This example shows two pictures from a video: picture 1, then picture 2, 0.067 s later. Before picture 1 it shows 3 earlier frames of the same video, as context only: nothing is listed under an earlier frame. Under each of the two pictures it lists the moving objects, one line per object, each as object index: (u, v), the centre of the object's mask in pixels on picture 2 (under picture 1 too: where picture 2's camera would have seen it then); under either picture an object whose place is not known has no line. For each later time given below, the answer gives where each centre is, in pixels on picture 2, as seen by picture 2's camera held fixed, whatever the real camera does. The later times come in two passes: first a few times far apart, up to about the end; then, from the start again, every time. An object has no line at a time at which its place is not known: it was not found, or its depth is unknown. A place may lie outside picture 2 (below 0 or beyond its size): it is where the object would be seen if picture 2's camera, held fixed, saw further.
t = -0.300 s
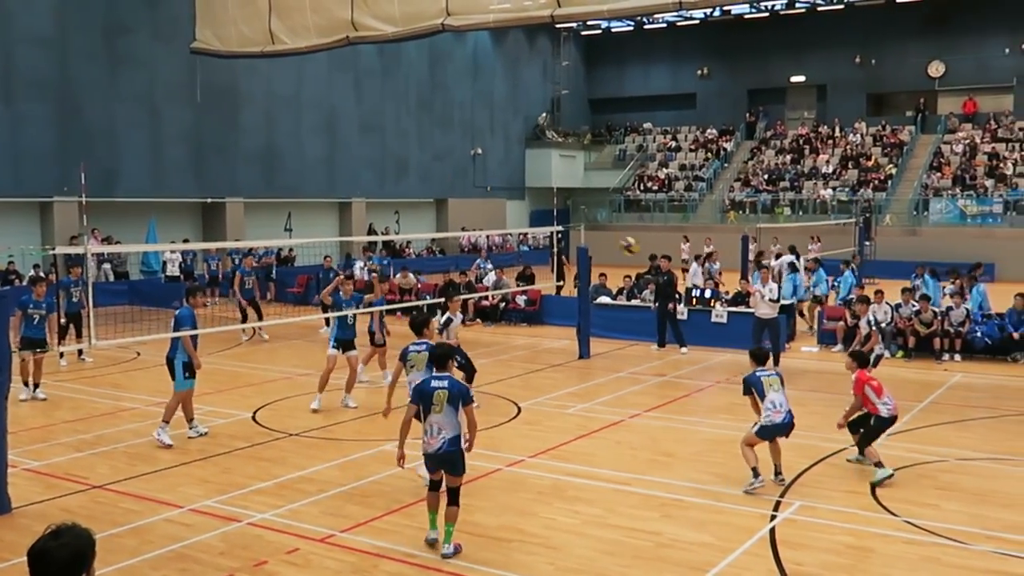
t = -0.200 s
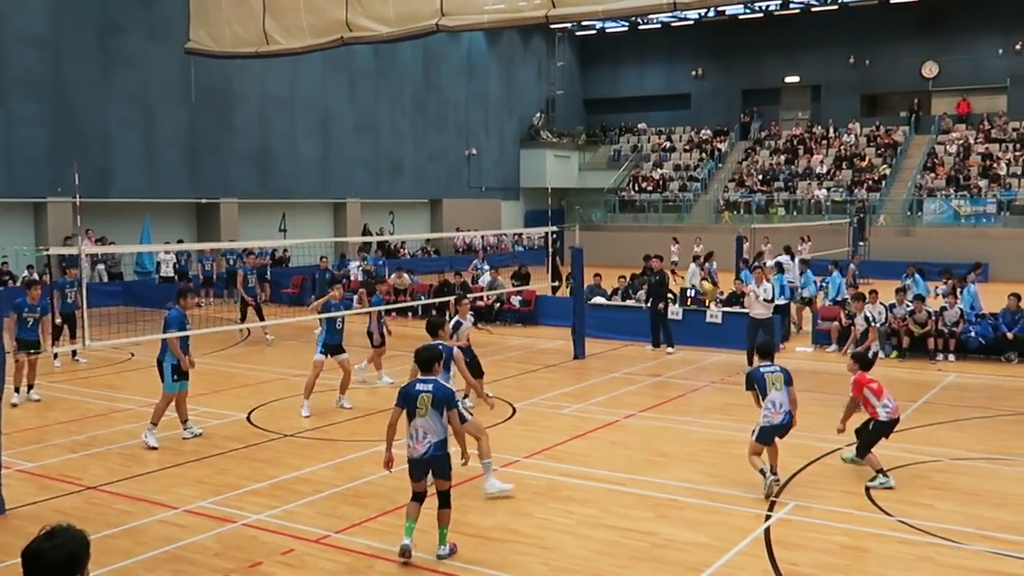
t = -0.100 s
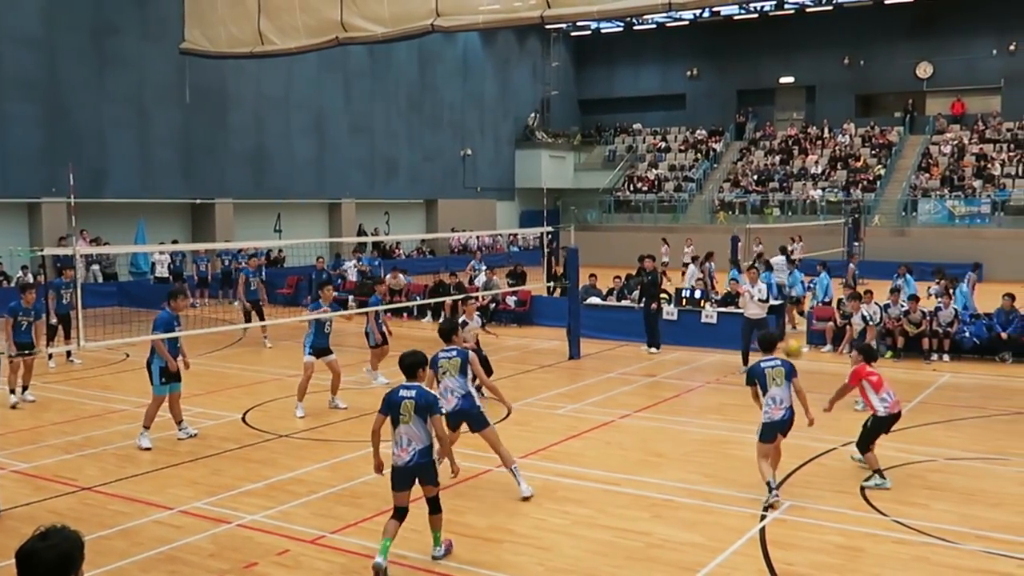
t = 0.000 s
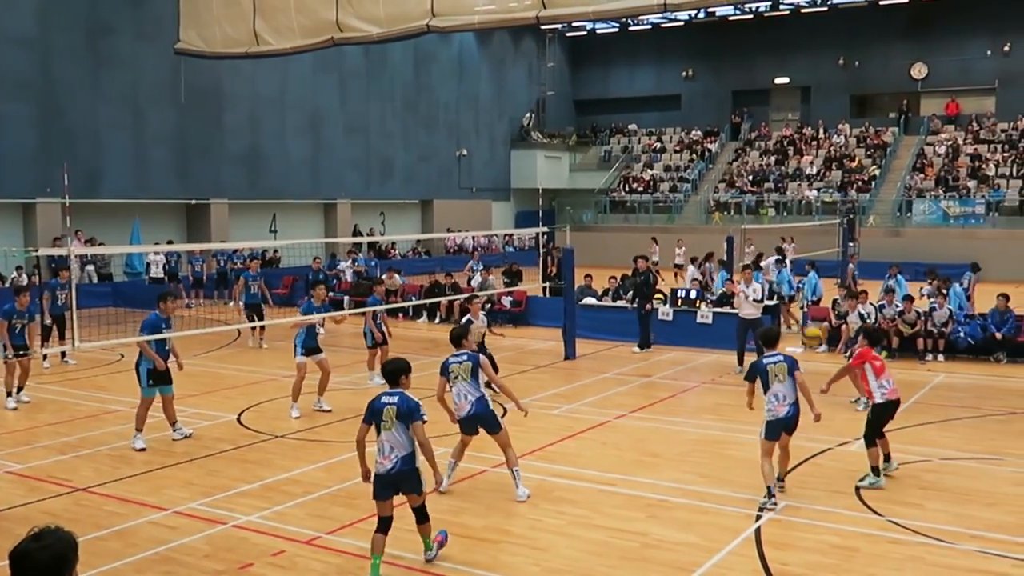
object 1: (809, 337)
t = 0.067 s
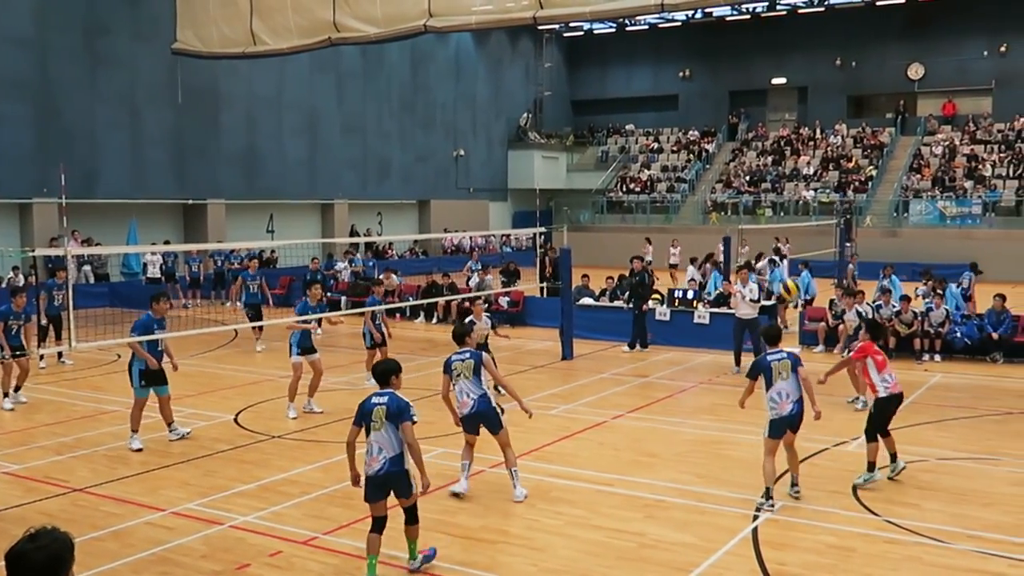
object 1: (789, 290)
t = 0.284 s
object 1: (732, 172)
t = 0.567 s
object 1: (662, 96)
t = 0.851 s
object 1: (599, 93)
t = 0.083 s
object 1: (785, 277)
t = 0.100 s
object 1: (779, 266)
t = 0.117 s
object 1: (774, 256)
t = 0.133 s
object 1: (769, 246)
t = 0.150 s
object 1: (765, 236)
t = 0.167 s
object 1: (761, 226)
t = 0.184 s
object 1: (756, 218)
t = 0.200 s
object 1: (752, 209)
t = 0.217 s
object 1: (748, 203)
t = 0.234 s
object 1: (744, 193)
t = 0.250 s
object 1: (739, 186)
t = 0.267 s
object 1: (736, 179)
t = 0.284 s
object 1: (732, 172)
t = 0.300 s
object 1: (728, 166)
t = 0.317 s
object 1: (723, 160)
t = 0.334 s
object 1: (720, 154)
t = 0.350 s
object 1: (715, 148)
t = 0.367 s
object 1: (710, 142)
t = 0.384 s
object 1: (706, 137)
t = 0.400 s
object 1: (702, 131)
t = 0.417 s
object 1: (697, 127)
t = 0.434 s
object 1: (693, 122)
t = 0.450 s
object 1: (689, 118)
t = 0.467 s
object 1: (684, 114)
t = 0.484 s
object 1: (681, 110)
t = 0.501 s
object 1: (677, 107)
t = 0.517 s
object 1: (673, 103)
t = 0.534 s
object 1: (669, 101)
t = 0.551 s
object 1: (666, 98)
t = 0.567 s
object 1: (662, 96)
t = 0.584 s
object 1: (658, 93)
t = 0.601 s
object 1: (654, 92)
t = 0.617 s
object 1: (651, 90)
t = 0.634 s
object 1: (647, 89)
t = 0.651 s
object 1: (643, 88)
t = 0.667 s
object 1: (640, 87)
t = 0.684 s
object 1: (636, 86)
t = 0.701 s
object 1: (632, 86)
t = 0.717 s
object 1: (628, 86)
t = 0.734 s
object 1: (625, 86)
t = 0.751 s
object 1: (621, 86)
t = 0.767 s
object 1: (617, 87)
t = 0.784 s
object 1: (614, 87)
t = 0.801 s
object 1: (610, 88)
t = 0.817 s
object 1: (607, 90)
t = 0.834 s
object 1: (603, 91)
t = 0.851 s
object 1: (599, 93)
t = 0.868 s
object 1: (595, 94)
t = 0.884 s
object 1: (592, 96)
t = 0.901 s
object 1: (589, 99)
